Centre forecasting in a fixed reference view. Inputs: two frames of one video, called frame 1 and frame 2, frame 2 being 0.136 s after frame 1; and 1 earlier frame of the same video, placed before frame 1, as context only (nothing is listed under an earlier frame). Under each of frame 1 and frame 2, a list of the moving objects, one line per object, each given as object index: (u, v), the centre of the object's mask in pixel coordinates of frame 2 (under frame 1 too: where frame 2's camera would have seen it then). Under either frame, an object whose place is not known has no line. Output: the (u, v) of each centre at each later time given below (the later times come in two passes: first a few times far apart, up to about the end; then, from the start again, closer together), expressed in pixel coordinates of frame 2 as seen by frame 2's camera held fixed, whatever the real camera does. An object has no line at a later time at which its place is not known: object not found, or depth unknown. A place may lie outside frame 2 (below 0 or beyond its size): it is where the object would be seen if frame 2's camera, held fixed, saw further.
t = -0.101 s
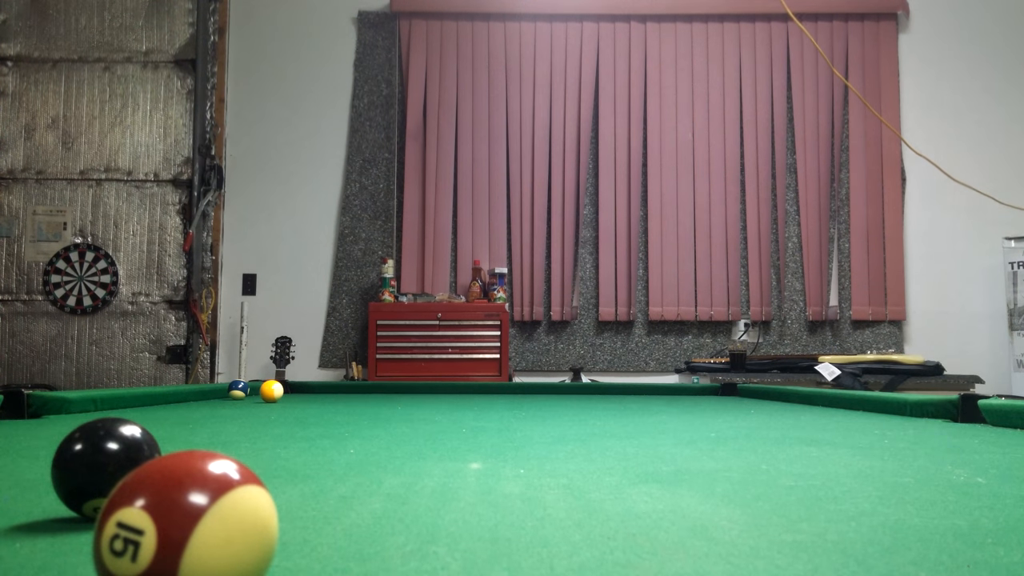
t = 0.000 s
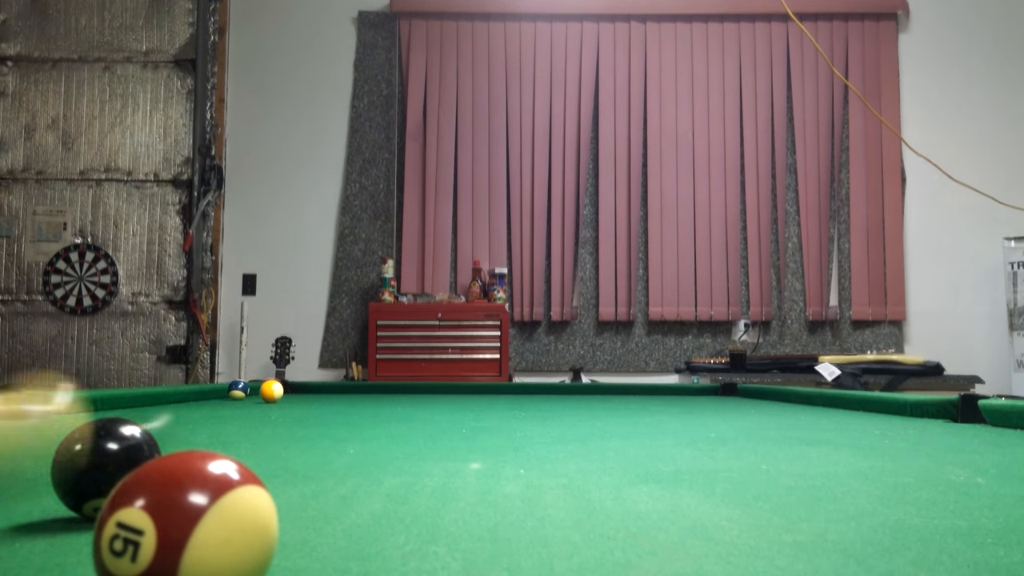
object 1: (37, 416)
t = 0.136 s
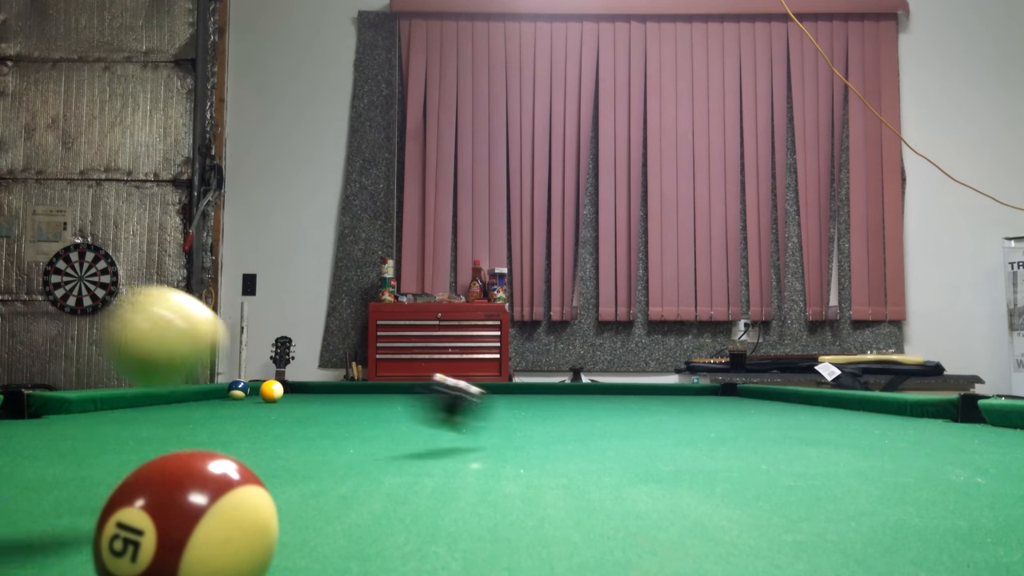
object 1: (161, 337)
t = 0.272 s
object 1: (287, 424)
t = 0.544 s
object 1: (513, 436)
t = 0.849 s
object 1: (669, 424)
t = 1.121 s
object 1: (759, 417)
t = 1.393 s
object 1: (823, 412)
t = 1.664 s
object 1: (871, 408)
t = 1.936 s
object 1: (908, 406)
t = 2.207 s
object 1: (928, 403)
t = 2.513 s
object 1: (899, 404)
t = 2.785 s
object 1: (875, 405)
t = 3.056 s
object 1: (854, 405)
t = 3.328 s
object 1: (834, 405)
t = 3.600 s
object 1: (817, 405)
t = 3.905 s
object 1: (800, 406)
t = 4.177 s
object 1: (788, 406)
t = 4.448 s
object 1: (779, 406)
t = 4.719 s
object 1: (774, 406)
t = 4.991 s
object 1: (771, 407)
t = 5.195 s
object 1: (770, 407)
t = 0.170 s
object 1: (190, 358)
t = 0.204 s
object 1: (220, 402)
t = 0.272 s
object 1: (287, 424)
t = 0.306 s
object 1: (320, 417)
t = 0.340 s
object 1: (347, 425)
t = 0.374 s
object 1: (378, 443)
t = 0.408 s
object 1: (411, 433)
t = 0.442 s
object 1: (437, 437)
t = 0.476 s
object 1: (465, 437)
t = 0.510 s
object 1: (490, 437)
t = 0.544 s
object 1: (513, 436)
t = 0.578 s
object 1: (534, 434)
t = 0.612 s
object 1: (554, 433)
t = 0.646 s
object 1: (574, 431)
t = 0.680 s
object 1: (592, 430)
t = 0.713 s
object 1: (609, 428)
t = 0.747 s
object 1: (625, 427)
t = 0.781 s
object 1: (640, 426)
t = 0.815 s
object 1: (655, 425)
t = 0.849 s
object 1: (669, 424)
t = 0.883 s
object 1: (682, 423)
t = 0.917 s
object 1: (695, 422)
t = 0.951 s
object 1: (707, 421)
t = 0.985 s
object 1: (718, 420)
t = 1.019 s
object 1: (729, 419)
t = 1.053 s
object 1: (740, 418)
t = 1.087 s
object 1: (750, 417)
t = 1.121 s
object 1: (759, 417)
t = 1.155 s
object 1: (768, 416)
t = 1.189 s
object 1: (777, 415)
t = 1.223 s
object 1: (785, 415)
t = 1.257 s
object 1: (794, 414)
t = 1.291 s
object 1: (801, 414)
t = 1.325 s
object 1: (809, 413)
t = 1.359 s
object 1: (816, 412)
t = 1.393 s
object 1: (823, 412)
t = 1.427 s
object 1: (830, 411)
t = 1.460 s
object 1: (836, 411)
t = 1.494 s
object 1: (843, 410)
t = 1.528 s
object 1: (848, 410)
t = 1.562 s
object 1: (854, 409)
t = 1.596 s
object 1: (860, 409)
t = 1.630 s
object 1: (865, 409)
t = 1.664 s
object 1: (871, 408)
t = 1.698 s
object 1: (876, 408)
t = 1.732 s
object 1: (881, 408)
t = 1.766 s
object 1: (886, 407)
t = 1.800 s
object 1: (891, 407)
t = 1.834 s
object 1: (895, 406)
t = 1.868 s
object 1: (900, 406)
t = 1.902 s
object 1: (904, 406)
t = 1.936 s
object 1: (908, 406)
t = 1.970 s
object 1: (912, 405)
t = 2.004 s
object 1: (916, 405)
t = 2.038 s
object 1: (920, 404)
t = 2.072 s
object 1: (923, 404)
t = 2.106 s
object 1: (927, 404)
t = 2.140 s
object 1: (931, 403)
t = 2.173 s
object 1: (931, 403)
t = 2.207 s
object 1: (928, 403)
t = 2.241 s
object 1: (924, 404)
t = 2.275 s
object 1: (921, 404)
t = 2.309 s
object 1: (918, 404)
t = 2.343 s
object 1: (915, 404)
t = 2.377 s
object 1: (912, 404)
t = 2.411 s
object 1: (909, 404)
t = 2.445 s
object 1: (906, 404)
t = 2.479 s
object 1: (903, 404)
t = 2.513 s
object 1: (899, 404)
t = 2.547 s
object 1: (896, 404)
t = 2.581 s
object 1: (893, 404)
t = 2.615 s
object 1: (890, 404)
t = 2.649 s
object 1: (887, 404)
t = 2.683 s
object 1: (884, 404)
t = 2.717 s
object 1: (881, 404)
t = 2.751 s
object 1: (878, 405)
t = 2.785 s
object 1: (875, 405)
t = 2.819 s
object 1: (873, 405)
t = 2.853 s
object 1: (870, 405)
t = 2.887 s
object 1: (867, 404)
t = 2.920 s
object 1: (864, 405)
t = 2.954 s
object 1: (862, 405)
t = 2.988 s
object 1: (859, 405)
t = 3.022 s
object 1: (856, 405)
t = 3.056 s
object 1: (854, 405)
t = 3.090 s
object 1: (851, 405)
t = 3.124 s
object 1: (848, 405)
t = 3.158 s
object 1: (846, 405)
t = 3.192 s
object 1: (843, 405)
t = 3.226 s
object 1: (841, 405)
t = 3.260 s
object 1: (839, 405)
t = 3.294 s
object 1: (836, 405)
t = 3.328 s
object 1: (834, 405)
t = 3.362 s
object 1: (832, 405)
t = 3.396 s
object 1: (830, 405)
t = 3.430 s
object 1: (828, 405)
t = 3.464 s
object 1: (826, 405)
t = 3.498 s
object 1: (823, 405)
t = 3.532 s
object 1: (821, 405)
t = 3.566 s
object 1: (819, 405)
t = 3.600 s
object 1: (817, 405)
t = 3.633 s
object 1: (816, 405)
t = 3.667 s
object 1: (814, 406)
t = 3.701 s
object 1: (812, 406)
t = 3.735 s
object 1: (810, 406)
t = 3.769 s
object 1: (808, 406)
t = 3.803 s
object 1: (806, 406)
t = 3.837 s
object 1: (804, 406)
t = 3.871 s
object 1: (802, 406)
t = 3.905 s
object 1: (800, 406)
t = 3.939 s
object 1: (799, 406)
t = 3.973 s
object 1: (797, 406)
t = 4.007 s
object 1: (795, 406)
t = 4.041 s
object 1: (794, 406)
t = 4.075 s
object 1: (792, 406)
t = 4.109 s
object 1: (791, 406)
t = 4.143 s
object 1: (790, 406)
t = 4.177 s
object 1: (788, 406)
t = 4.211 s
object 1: (787, 406)
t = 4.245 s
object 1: (786, 406)
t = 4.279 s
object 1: (785, 406)
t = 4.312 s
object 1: (784, 406)
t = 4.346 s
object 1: (783, 406)
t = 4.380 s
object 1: (781, 406)
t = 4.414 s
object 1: (780, 406)
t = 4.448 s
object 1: (779, 406)
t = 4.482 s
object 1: (779, 406)
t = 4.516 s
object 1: (777, 406)
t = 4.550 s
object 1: (777, 406)
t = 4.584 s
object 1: (776, 406)
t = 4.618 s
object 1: (775, 406)
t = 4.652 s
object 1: (775, 406)
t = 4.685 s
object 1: (774, 406)
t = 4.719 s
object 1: (774, 406)
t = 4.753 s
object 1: (773, 406)
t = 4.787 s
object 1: (773, 407)
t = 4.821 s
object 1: (773, 406)
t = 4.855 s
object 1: (772, 407)
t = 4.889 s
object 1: (772, 407)
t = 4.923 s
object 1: (772, 407)
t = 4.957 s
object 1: (771, 407)
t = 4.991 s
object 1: (771, 407)
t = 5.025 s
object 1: (771, 407)
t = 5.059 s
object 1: (770, 407)
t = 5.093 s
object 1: (770, 407)
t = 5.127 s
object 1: (770, 407)
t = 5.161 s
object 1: (770, 407)
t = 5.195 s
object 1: (770, 407)
